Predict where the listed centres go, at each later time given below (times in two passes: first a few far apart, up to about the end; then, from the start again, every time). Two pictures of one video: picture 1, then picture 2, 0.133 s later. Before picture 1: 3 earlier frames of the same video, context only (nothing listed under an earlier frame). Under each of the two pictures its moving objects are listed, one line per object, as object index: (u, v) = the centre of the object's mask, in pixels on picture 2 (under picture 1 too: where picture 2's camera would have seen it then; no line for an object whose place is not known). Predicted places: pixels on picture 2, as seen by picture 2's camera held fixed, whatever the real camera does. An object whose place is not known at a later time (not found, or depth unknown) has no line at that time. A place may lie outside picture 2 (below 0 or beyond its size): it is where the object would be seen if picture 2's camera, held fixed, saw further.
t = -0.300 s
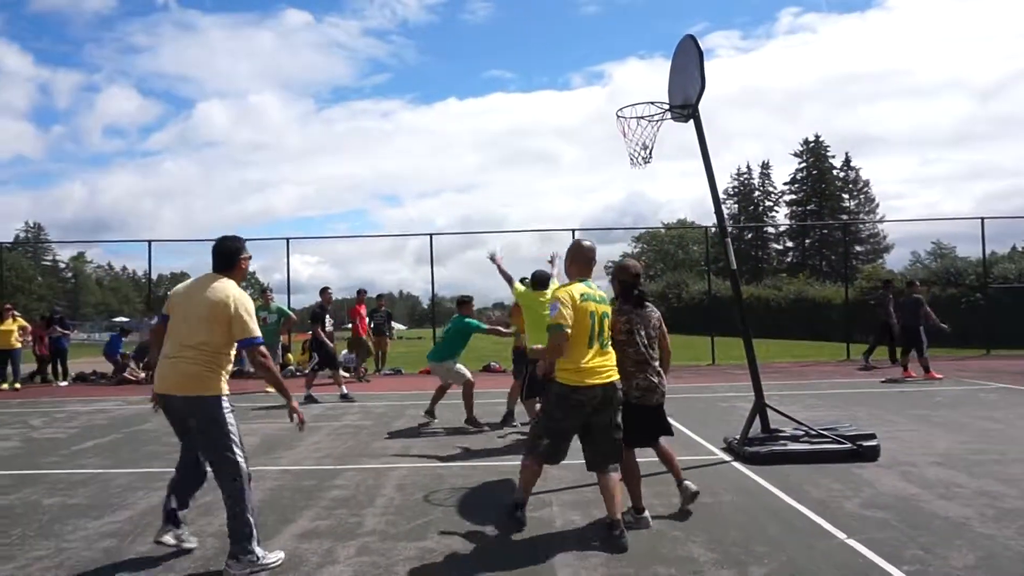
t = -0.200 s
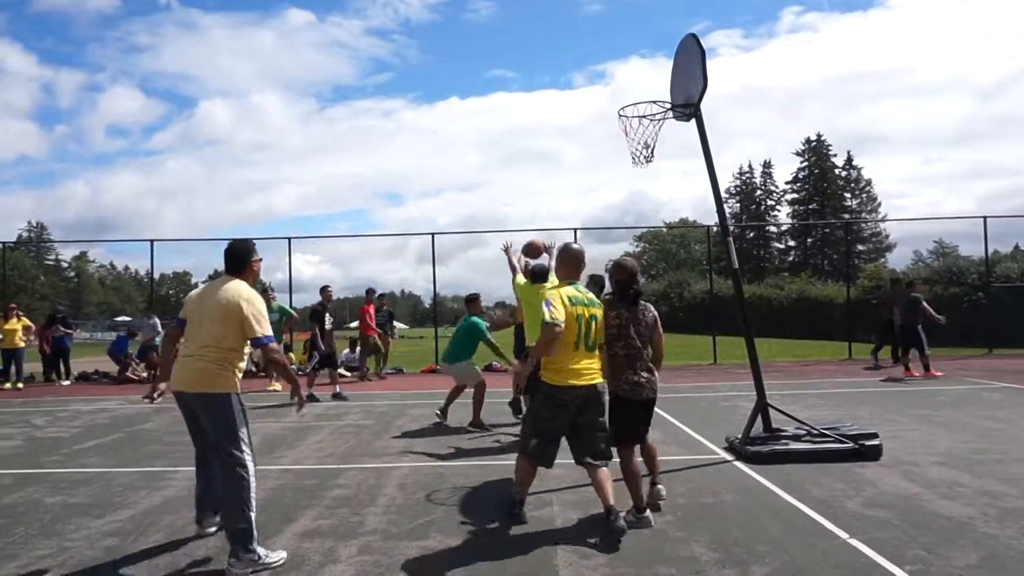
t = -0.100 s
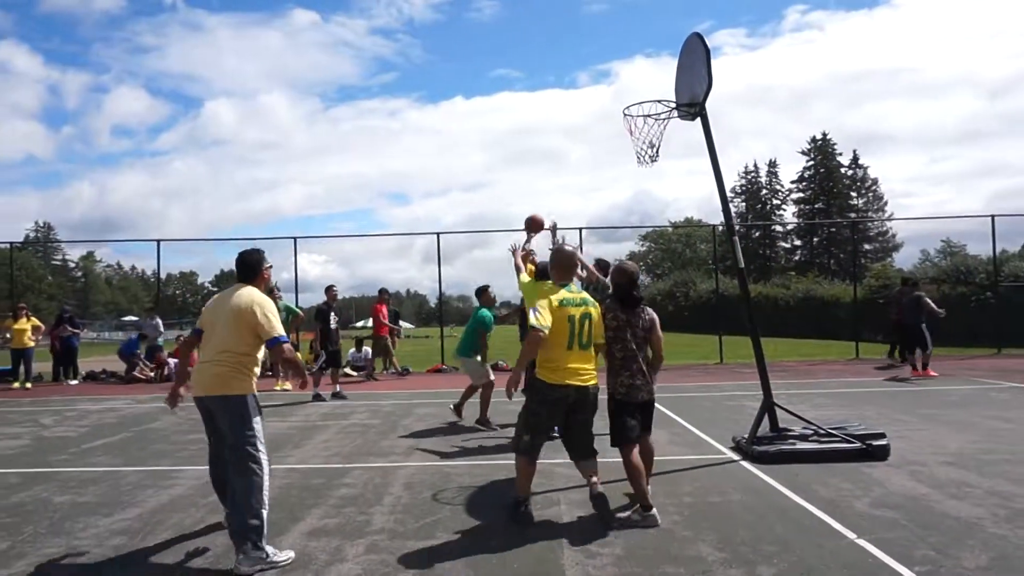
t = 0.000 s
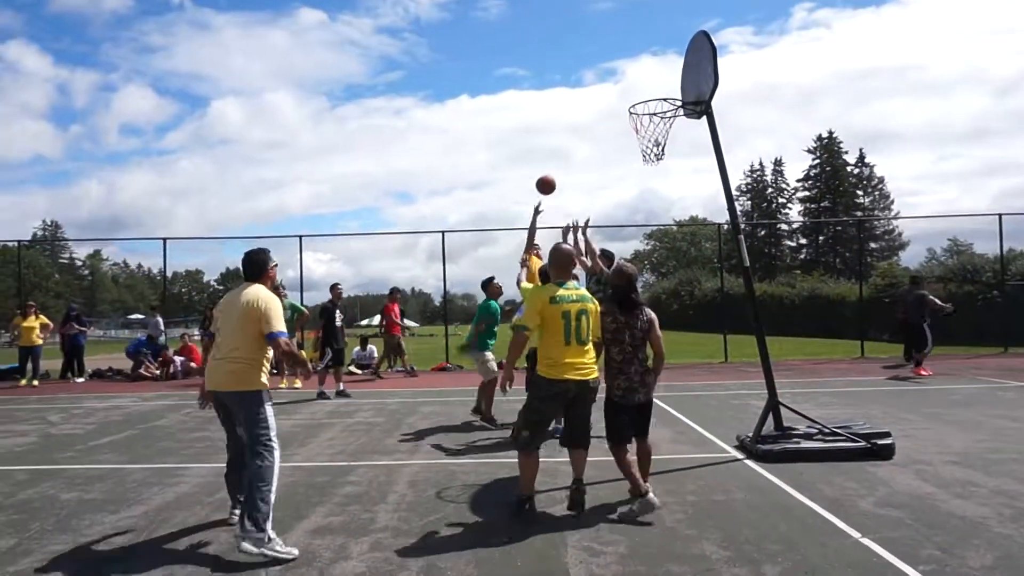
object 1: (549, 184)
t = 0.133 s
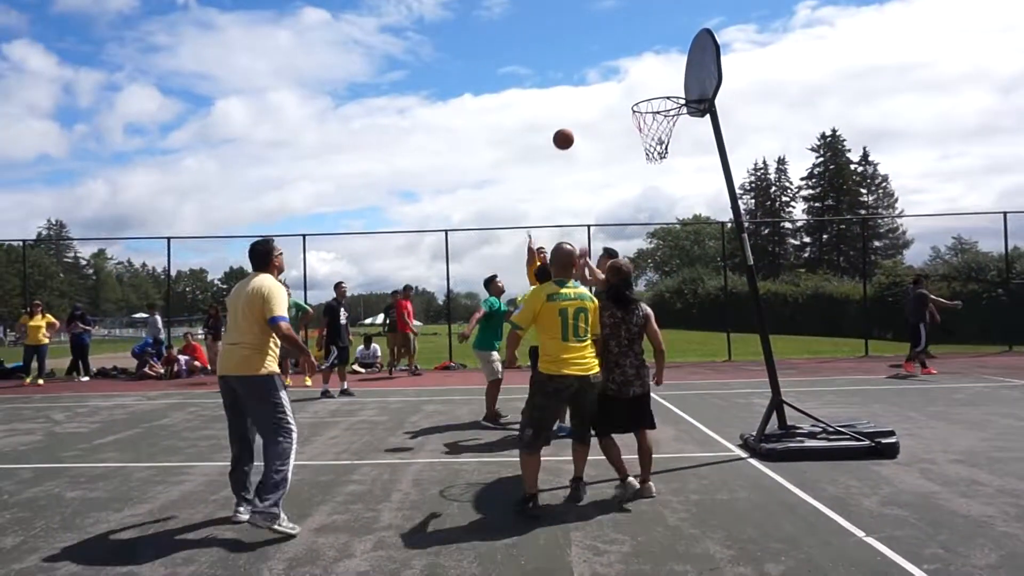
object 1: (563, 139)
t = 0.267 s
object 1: (580, 107)
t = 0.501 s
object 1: (615, 85)
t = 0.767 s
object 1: (657, 96)
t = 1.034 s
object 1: (661, 111)
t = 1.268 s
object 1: (656, 149)
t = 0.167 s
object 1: (567, 130)
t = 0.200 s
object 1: (571, 121)
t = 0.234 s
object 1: (575, 114)
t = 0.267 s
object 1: (580, 107)
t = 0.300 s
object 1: (585, 101)
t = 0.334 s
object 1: (589, 96)
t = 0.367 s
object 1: (594, 91)
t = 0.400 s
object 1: (599, 88)
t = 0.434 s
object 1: (604, 86)
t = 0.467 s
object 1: (609, 85)
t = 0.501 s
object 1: (615, 85)
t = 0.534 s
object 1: (621, 86)
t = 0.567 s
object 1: (627, 88)
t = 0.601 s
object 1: (633, 92)
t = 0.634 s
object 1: (639, 97)
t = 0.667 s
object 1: (644, 97)
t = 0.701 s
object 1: (648, 95)
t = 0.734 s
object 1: (652, 95)
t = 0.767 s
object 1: (657, 96)
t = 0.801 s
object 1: (661, 98)
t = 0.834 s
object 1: (661, 97)
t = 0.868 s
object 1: (662, 97)
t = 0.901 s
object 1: (662, 98)
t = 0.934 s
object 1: (662, 100)
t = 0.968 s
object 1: (662, 104)
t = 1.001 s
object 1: (662, 108)
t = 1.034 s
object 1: (661, 111)
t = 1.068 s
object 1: (660, 114)
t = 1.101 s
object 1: (659, 119)
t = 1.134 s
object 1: (658, 125)
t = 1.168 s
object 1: (657, 133)
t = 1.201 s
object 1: (656, 140)
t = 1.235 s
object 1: (656, 145)
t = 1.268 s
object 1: (656, 149)
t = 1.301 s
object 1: (656, 154)
